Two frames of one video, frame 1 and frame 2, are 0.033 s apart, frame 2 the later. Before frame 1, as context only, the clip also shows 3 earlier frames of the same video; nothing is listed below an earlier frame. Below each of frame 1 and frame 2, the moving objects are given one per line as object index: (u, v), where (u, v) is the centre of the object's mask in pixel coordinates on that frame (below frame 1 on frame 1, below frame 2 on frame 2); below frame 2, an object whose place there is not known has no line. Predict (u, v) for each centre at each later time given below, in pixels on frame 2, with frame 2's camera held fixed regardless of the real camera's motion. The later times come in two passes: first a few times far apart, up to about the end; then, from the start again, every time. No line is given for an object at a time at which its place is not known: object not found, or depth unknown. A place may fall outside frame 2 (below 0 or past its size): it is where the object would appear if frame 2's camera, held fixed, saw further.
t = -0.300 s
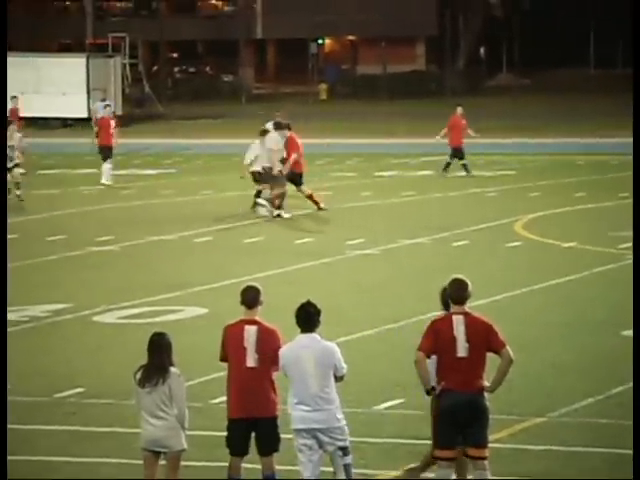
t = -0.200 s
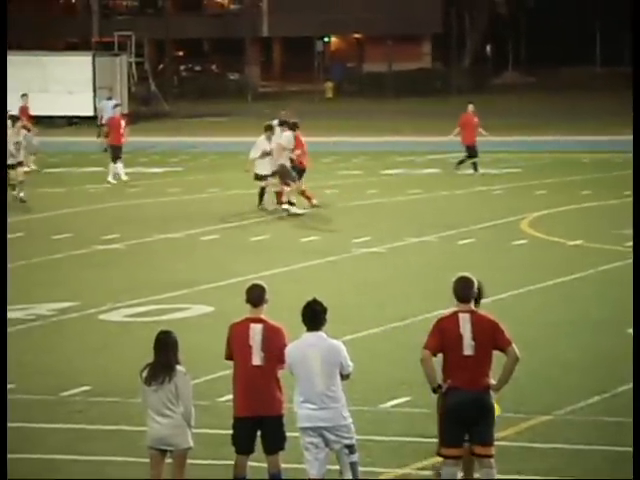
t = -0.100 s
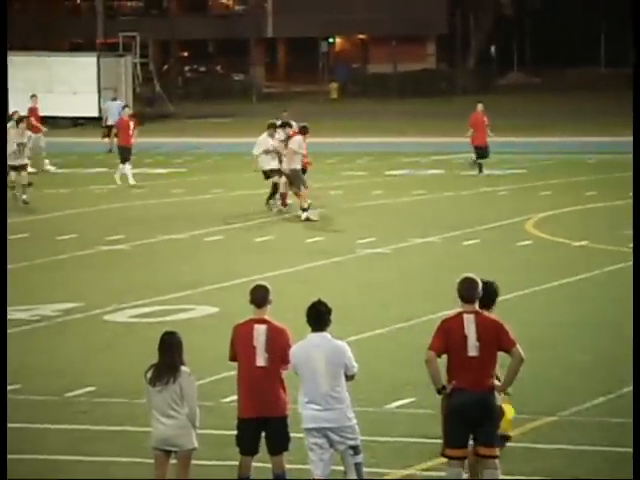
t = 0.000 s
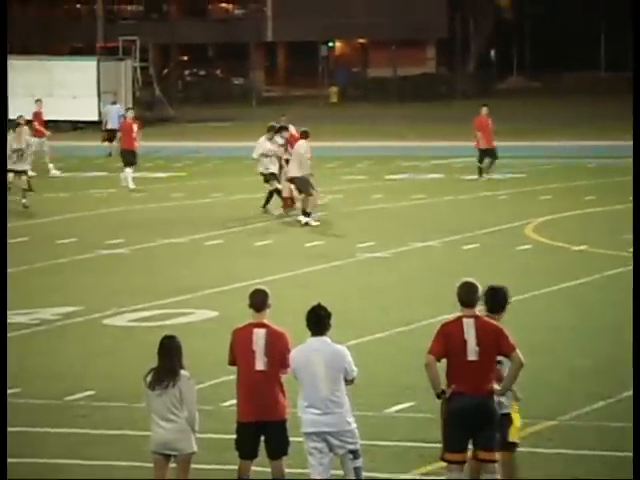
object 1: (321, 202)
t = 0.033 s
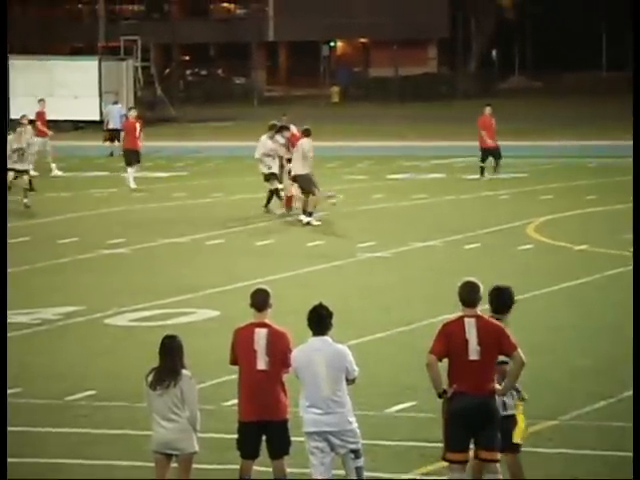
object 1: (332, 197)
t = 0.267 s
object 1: (419, 205)
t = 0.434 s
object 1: (466, 195)
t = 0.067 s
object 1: (344, 197)
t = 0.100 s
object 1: (357, 197)
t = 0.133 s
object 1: (371, 197)
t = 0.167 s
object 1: (385, 198)
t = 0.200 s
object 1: (395, 199)
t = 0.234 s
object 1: (407, 204)
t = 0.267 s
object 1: (419, 205)
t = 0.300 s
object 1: (428, 203)
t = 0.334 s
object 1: (437, 199)
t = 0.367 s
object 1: (445, 198)
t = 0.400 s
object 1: (457, 196)
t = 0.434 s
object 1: (466, 195)
